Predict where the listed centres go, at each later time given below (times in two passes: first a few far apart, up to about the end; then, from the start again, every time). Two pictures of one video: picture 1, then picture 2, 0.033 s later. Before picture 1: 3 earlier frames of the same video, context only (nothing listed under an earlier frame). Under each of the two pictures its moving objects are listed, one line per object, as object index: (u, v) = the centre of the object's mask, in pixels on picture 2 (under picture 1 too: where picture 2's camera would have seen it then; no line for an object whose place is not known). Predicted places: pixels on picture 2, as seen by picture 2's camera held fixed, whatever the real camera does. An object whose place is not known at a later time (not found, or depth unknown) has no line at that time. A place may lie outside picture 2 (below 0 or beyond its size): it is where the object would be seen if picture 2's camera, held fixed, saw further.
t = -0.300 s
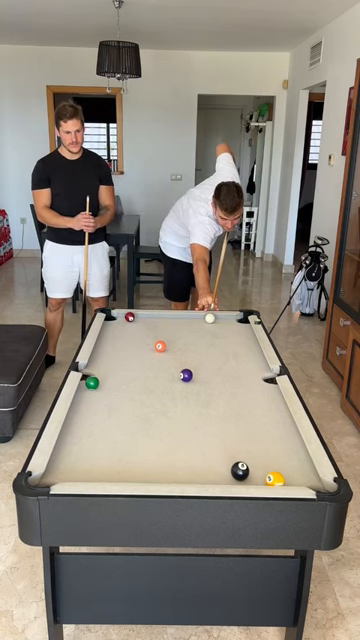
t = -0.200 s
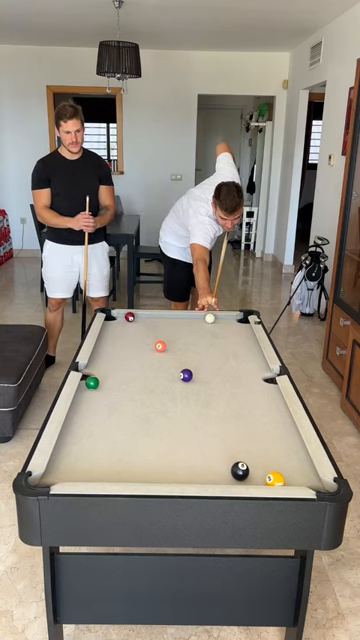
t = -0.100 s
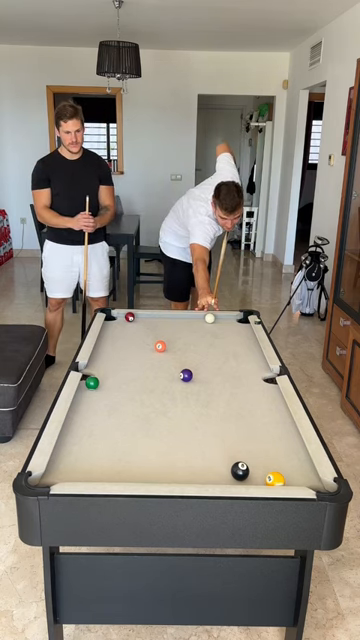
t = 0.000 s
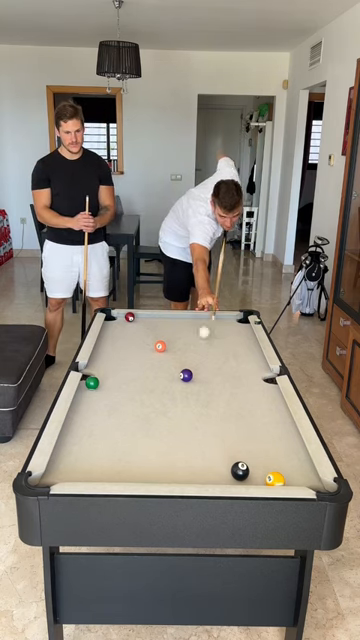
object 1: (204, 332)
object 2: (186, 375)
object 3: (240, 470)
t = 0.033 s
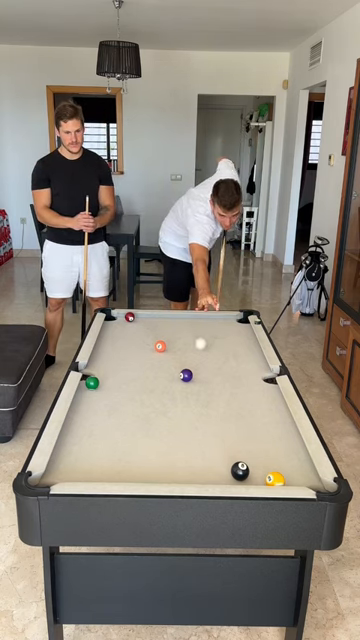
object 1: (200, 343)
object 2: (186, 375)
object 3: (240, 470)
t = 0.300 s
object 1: (219, 384)
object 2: (116, 449)
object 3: (240, 470)
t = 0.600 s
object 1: (266, 411)
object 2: (71, 432)
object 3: (240, 470)
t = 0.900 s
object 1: (281, 438)
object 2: (94, 395)
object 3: (240, 470)
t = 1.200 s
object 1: (271, 461)
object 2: (128, 373)
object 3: (240, 470)
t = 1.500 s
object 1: (258, 473)
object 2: (159, 357)
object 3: (237, 471)
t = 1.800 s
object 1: (256, 474)
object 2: (185, 344)
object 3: (228, 470)
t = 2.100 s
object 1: (256, 474)
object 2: (206, 333)
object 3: (225, 470)
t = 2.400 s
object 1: (256, 474)
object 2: (223, 324)
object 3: (226, 470)
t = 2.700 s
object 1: (256, 474)
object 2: (236, 317)
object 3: (226, 470)
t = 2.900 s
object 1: (256, 474)
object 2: (242, 318)
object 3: (226, 470)
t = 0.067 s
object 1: (197, 354)
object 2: (186, 375)
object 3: (240, 470)
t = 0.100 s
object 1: (193, 365)
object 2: (186, 375)
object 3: (240, 470)
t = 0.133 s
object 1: (194, 371)
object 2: (179, 382)
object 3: (240, 471)
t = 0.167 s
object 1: (200, 373)
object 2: (168, 393)
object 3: (240, 470)
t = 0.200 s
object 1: (205, 376)
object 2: (156, 406)
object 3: (240, 470)
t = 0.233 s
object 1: (210, 378)
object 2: (143, 419)
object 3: (240, 470)
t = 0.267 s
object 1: (215, 381)
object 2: (130, 434)
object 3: (240, 470)
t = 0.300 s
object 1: (219, 384)
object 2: (116, 449)
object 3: (240, 470)
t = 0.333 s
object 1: (224, 387)
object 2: (100, 464)
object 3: (240, 470)
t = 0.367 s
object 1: (229, 390)
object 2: (85, 477)
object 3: (240, 470)
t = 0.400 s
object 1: (234, 393)
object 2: (82, 471)
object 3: (240, 470)
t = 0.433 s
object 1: (239, 396)
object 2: (80, 463)
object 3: (240, 470)
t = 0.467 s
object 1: (244, 399)
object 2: (78, 456)
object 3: (240, 470)
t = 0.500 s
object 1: (249, 402)
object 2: (76, 450)
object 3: (240, 470)
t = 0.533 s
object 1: (255, 405)
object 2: (74, 443)
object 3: (240, 470)
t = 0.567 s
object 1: (260, 408)
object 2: (72, 438)
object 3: (240, 470)
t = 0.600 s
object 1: (266, 411)
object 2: (71, 432)
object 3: (240, 470)
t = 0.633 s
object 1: (271, 415)
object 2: (70, 427)
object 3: (240, 470)
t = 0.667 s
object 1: (278, 418)
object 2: (73, 422)
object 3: (240, 470)
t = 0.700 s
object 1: (284, 422)
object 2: (77, 418)
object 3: (240, 470)
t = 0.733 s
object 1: (287, 425)
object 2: (80, 414)
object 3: (240, 470)
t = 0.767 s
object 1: (286, 427)
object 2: (83, 410)
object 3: (240, 470)
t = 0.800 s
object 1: (285, 430)
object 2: (86, 406)
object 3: (240, 470)
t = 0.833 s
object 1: (283, 432)
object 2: (89, 402)
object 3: (240, 470)
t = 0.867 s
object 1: (283, 435)
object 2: (92, 399)
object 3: (240, 470)
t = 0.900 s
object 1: (281, 438)
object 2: (94, 395)
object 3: (240, 470)
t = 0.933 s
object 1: (280, 440)
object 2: (97, 392)
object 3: (240, 470)
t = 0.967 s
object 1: (279, 443)
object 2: (100, 389)
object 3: (240, 470)
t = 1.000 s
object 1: (278, 446)
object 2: (103, 386)
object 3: (240, 470)
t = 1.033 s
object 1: (277, 448)
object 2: (107, 384)
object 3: (240, 470)
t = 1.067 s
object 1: (276, 451)
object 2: (112, 381)
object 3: (240, 470)
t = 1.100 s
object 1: (275, 453)
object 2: (116, 379)
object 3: (240, 470)
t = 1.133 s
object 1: (273, 456)
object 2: (120, 377)
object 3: (240, 470)
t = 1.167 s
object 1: (272, 459)
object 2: (124, 375)
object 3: (240, 470)
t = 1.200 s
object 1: (271, 461)
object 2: (128, 373)
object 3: (240, 470)
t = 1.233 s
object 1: (270, 463)
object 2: (132, 371)
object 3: (240, 470)
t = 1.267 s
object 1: (269, 466)
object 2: (135, 369)
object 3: (240, 470)
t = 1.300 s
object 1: (267, 468)
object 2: (139, 368)
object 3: (240, 470)
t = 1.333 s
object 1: (265, 470)
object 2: (143, 366)
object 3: (240, 470)
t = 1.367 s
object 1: (263, 470)
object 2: (146, 364)
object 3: (240, 470)
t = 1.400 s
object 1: (261, 471)
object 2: (150, 362)
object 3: (240, 471)
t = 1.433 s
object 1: (259, 472)
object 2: (153, 360)
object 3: (240, 470)
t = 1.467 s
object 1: (258, 472)
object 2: (156, 359)
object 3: (238, 470)
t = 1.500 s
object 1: (258, 473)
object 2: (159, 357)
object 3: (237, 471)
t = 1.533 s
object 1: (257, 473)
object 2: (163, 356)
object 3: (236, 471)
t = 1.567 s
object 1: (257, 473)
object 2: (166, 354)
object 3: (234, 471)
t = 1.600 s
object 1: (257, 473)
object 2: (169, 352)
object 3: (233, 471)
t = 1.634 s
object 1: (256, 474)
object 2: (172, 351)
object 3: (232, 471)
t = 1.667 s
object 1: (256, 474)
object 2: (174, 350)
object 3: (231, 470)
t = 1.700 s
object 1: (256, 474)
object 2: (177, 348)
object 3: (230, 471)
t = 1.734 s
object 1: (256, 474)
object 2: (180, 347)
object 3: (229, 470)
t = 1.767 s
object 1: (256, 474)
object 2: (182, 345)
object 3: (228, 470)
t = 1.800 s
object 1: (256, 474)
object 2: (185, 344)
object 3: (228, 470)
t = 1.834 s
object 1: (256, 474)
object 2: (188, 343)
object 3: (227, 470)
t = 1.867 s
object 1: (256, 474)
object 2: (190, 342)
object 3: (227, 470)
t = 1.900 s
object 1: (256, 474)
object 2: (193, 340)
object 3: (226, 470)
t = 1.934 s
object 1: (256, 474)
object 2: (195, 339)
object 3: (226, 470)
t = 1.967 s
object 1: (256, 474)
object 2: (198, 338)
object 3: (226, 470)
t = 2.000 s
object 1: (256, 474)
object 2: (200, 336)
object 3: (225, 470)
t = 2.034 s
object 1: (256, 474)
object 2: (202, 335)
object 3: (225, 470)
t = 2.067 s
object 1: (256, 474)
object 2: (204, 334)
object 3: (225, 470)
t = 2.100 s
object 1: (256, 474)
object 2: (206, 333)
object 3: (225, 470)
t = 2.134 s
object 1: (256, 474)
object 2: (208, 332)
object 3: (226, 470)
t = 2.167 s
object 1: (256, 474)
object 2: (210, 331)
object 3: (226, 470)
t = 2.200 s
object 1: (256, 474)
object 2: (212, 330)
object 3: (226, 470)
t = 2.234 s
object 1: (256, 474)
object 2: (214, 329)
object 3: (226, 470)
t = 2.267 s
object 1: (256, 474)
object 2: (216, 328)
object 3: (226, 470)
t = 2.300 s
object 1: (256, 474)
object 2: (218, 327)
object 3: (226, 470)
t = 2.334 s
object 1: (256, 474)
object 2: (220, 326)
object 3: (227, 470)
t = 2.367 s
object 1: (256, 474)
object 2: (222, 325)
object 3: (226, 470)
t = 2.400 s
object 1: (256, 474)
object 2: (223, 324)
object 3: (226, 470)
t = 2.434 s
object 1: (256, 474)
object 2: (225, 323)
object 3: (226, 470)
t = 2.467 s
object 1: (256, 474)
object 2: (227, 322)
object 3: (226, 470)
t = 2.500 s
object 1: (256, 474)
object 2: (228, 321)
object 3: (226, 470)
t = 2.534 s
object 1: (256, 474)
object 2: (229, 320)
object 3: (226, 470)
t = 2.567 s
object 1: (256, 474)
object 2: (231, 320)
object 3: (226, 470)
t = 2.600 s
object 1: (256, 474)
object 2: (232, 319)
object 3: (226, 470)
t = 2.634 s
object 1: (256, 474)
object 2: (234, 318)
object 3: (226, 470)
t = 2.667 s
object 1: (256, 474)
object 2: (235, 317)
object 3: (226, 470)
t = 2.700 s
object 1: (256, 474)
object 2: (236, 317)
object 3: (226, 470)
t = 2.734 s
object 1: (256, 474)
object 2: (238, 317)
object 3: (226, 470)
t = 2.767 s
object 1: (256, 474)
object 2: (240, 318)
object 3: (226, 470)
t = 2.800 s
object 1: (256, 474)
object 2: (241, 318)
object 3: (226, 470)
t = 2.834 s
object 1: (256, 474)
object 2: (242, 319)
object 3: (226, 470)
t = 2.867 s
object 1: (256, 474)
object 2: (242, 318)
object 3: (226, 470)
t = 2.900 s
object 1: (256, 474)
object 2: (242, 318)
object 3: (226, 470)
